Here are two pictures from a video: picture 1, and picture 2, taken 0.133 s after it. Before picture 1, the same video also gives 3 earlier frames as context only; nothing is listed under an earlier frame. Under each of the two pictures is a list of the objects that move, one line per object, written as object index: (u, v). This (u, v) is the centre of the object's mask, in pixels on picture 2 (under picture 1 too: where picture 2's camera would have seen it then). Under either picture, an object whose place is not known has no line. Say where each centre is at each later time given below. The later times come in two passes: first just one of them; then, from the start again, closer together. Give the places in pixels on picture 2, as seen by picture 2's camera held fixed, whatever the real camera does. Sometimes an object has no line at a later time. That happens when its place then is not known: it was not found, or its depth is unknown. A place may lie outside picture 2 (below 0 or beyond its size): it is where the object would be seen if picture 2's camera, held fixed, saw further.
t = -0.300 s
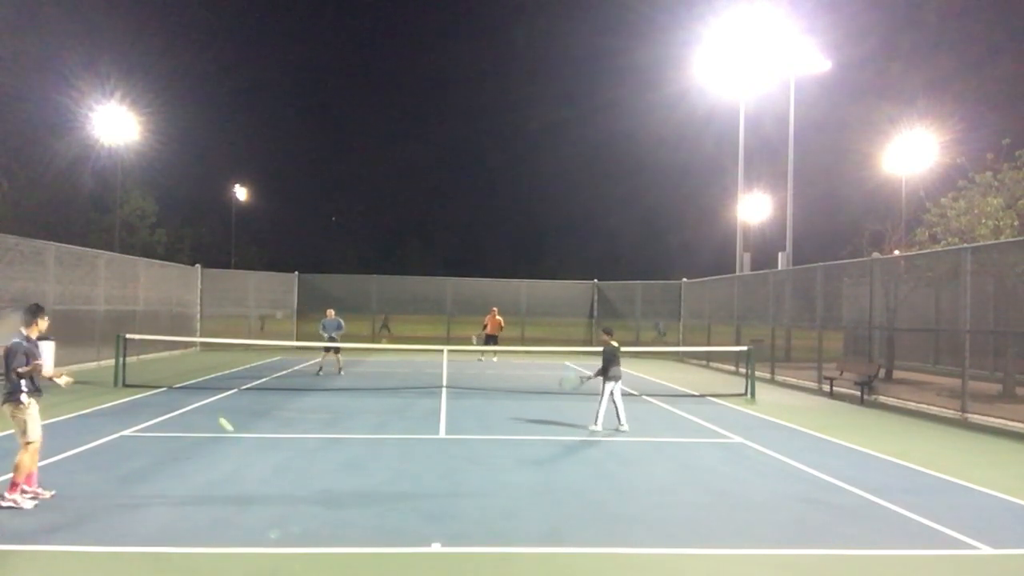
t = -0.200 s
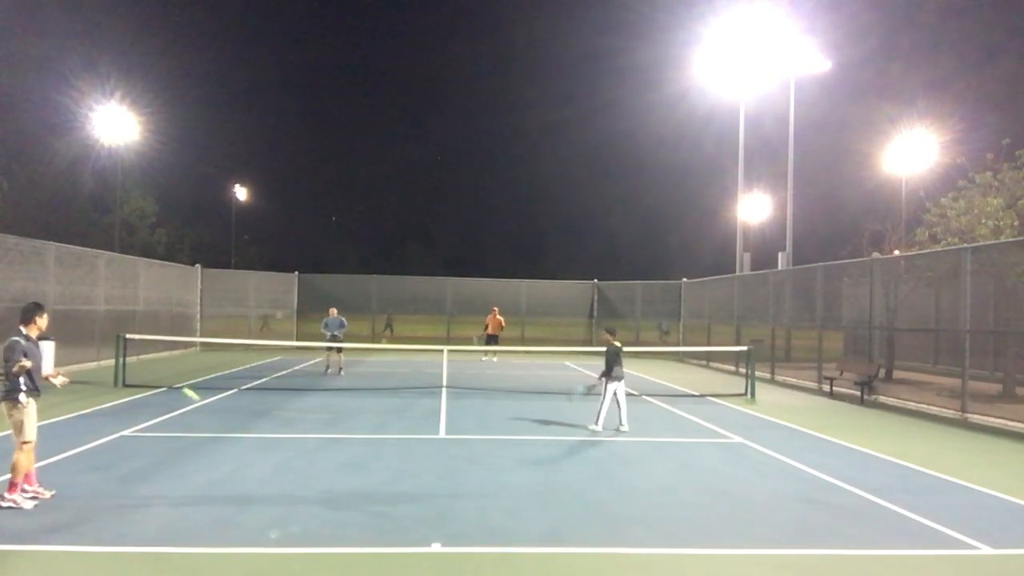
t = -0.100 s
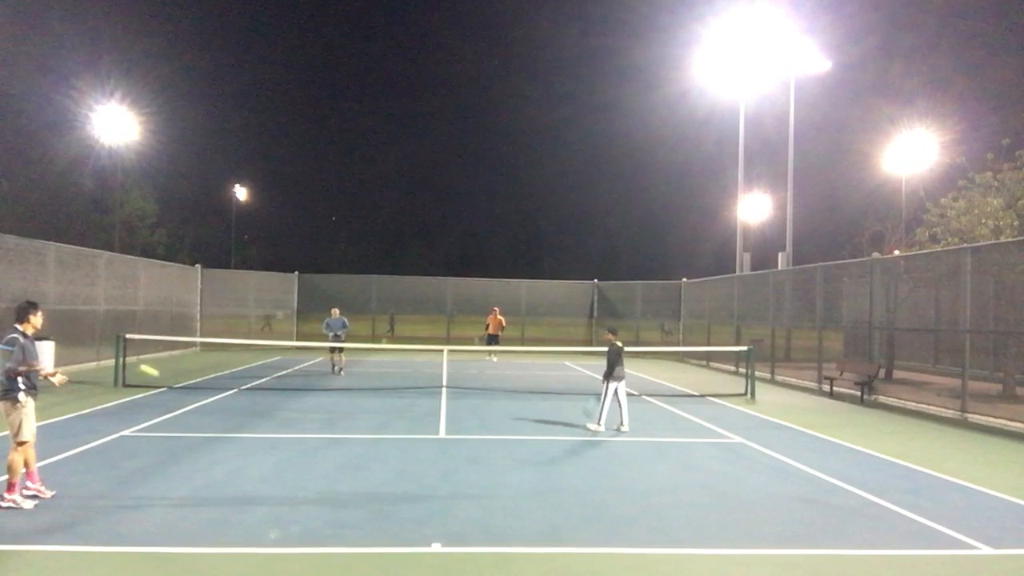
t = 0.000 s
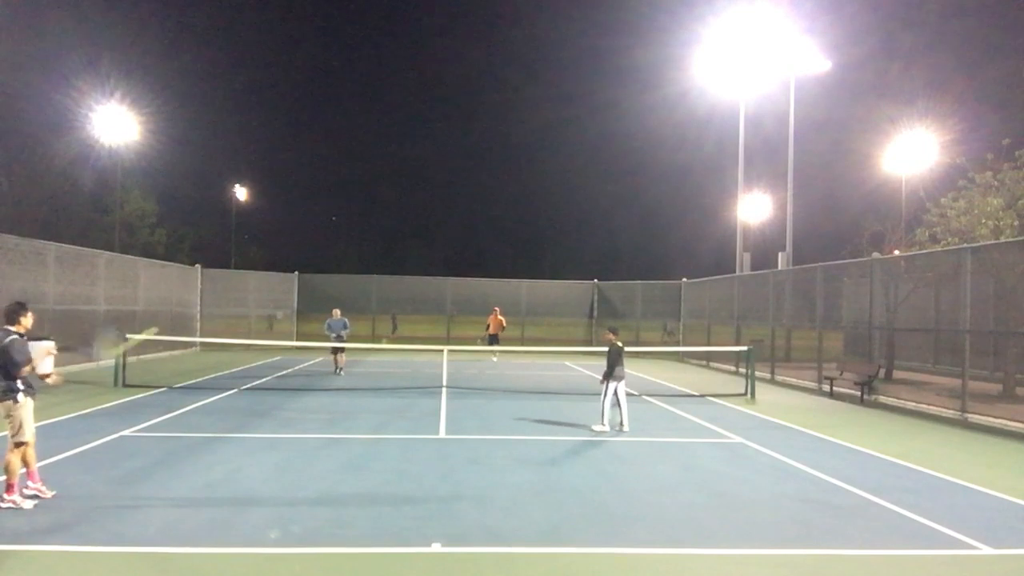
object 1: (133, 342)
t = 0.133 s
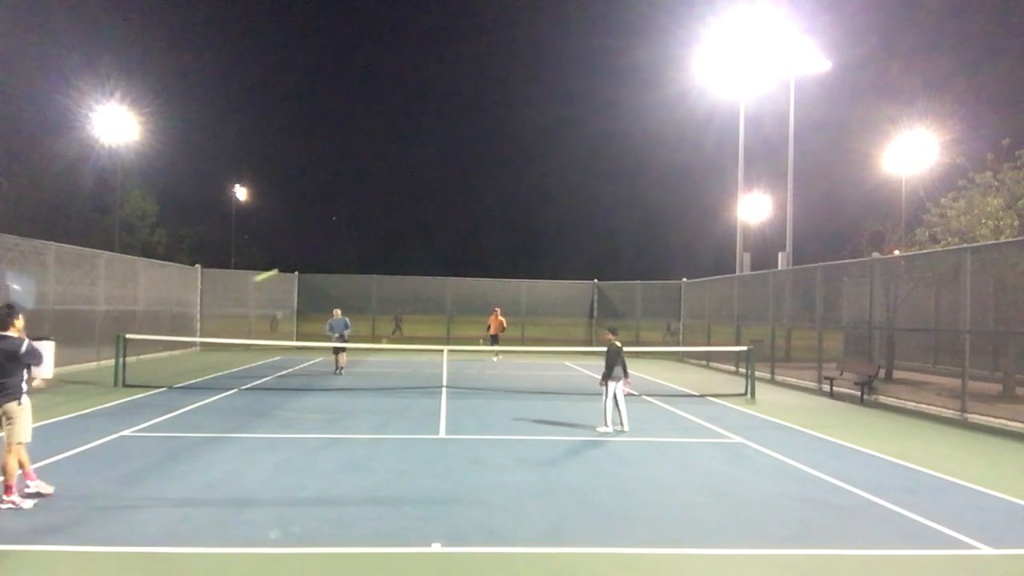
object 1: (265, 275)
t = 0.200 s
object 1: (304, 260)
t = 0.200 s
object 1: (304, 260)
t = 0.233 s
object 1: (319, 255)
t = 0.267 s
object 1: (333, 252)
